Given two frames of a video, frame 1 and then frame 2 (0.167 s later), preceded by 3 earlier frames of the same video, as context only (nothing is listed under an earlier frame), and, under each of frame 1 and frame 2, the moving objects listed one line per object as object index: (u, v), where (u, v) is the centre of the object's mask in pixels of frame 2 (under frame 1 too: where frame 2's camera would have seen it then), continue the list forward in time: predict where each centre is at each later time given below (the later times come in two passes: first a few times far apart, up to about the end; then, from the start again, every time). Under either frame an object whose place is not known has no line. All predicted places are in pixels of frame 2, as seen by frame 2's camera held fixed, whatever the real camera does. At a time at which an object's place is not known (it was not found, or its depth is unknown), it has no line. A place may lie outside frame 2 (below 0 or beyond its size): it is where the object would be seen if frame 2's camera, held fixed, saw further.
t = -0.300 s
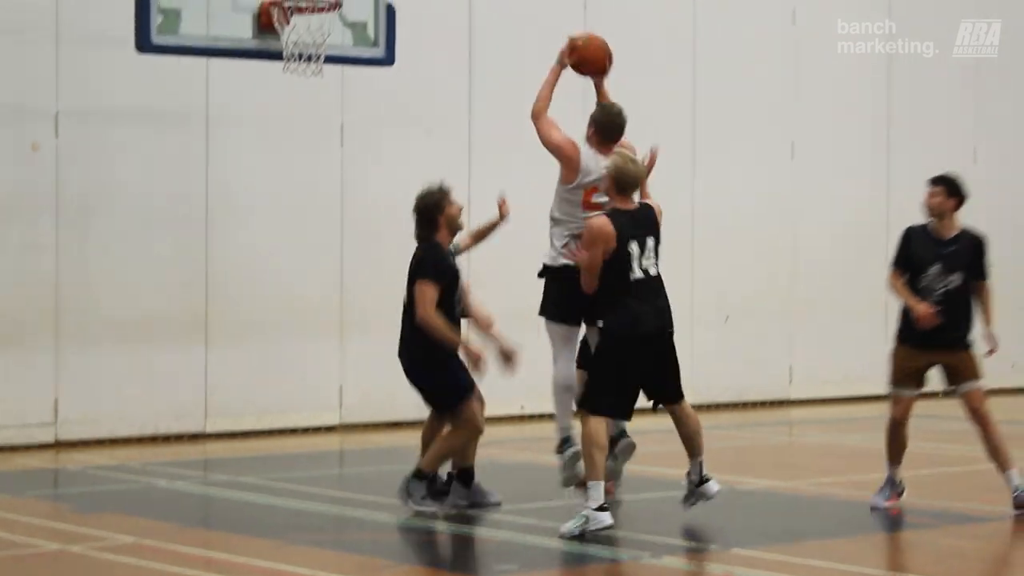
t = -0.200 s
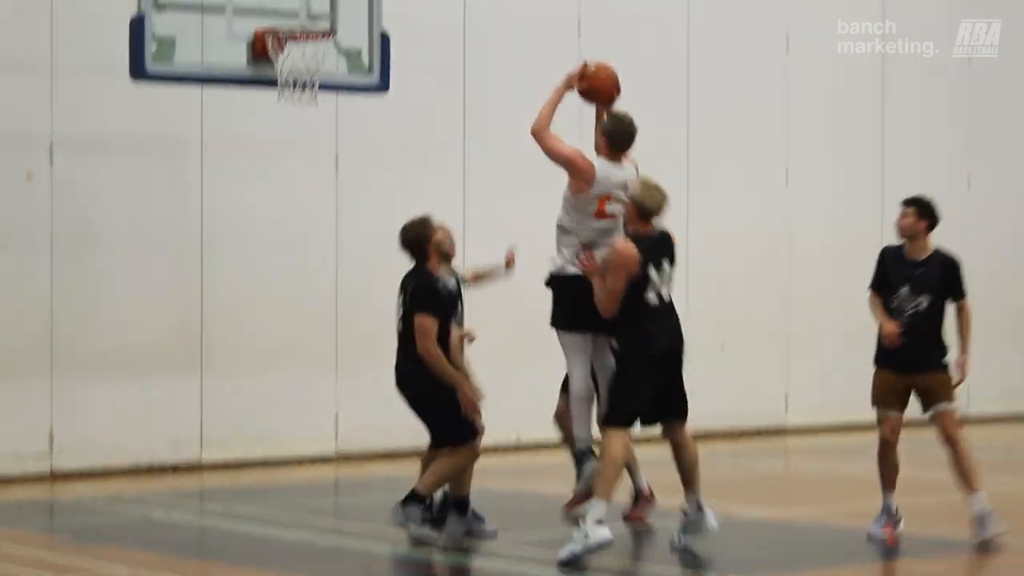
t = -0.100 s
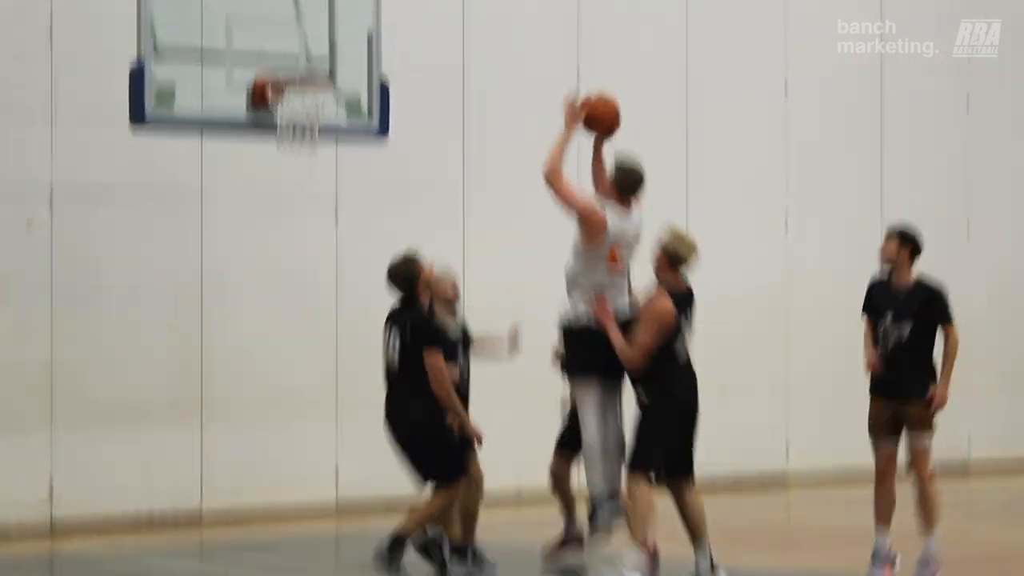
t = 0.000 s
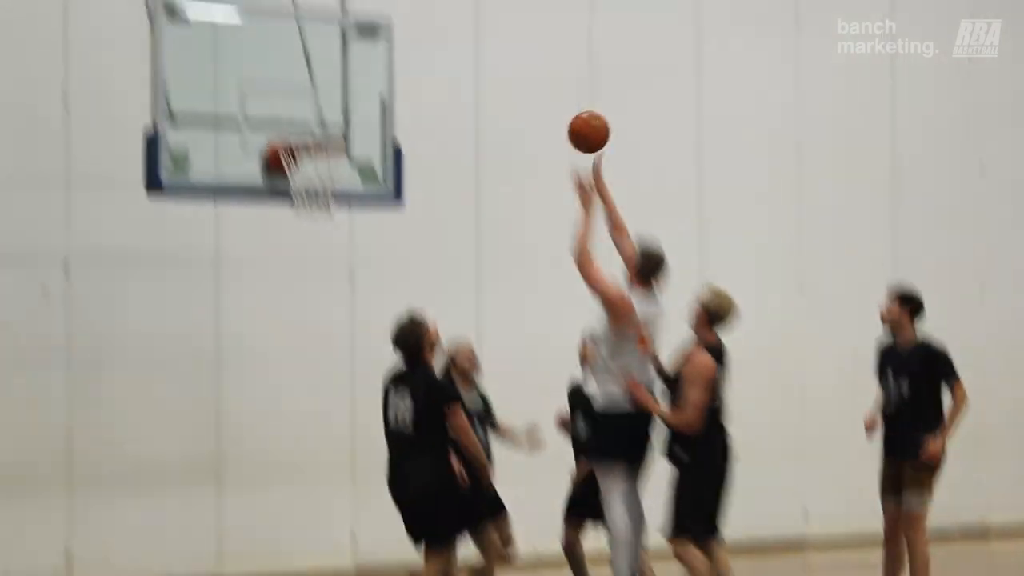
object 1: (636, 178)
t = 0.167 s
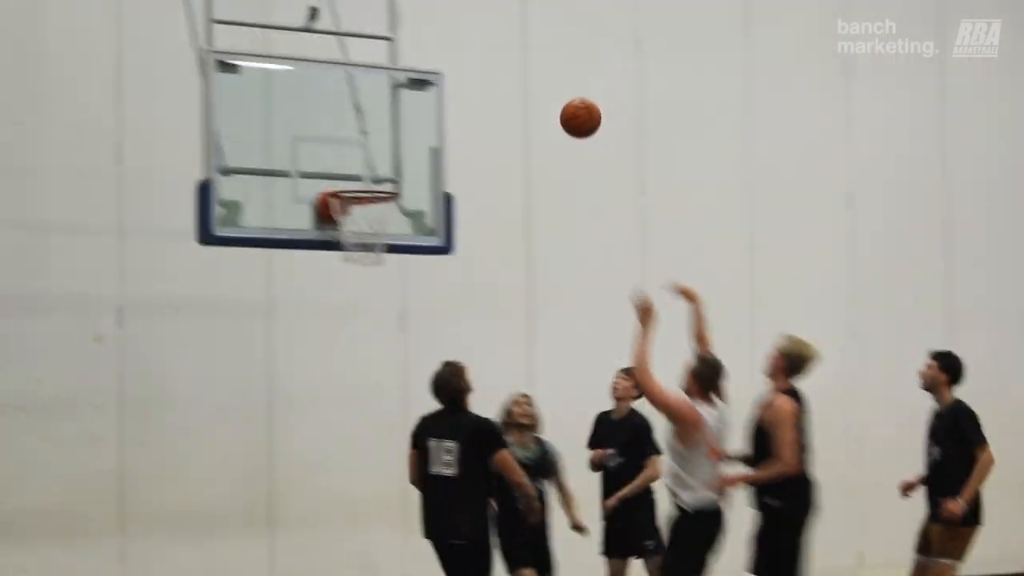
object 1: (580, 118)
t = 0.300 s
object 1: (537, 103)
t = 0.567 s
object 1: (458, 157)
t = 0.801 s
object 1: (397, 290)
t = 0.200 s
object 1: (569, 111)
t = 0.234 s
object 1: (558, 107)
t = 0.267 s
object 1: (548, 104)
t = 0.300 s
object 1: (537, 103)
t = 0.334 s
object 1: (527, 105)
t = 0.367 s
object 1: (516, 107)
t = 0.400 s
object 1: (506, 111)
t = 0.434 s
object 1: (496, 118)
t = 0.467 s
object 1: (487, 125)
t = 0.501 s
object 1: (477, 134)
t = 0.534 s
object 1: (468, 145)
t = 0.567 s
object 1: (458, 157)
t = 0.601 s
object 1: (449, 171)
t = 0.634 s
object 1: (440, 188)
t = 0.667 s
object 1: (432, 205)
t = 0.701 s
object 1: (422, 224)
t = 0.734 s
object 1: (414, 245)
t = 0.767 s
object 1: (406, 266)
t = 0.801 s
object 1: (397, 290)
